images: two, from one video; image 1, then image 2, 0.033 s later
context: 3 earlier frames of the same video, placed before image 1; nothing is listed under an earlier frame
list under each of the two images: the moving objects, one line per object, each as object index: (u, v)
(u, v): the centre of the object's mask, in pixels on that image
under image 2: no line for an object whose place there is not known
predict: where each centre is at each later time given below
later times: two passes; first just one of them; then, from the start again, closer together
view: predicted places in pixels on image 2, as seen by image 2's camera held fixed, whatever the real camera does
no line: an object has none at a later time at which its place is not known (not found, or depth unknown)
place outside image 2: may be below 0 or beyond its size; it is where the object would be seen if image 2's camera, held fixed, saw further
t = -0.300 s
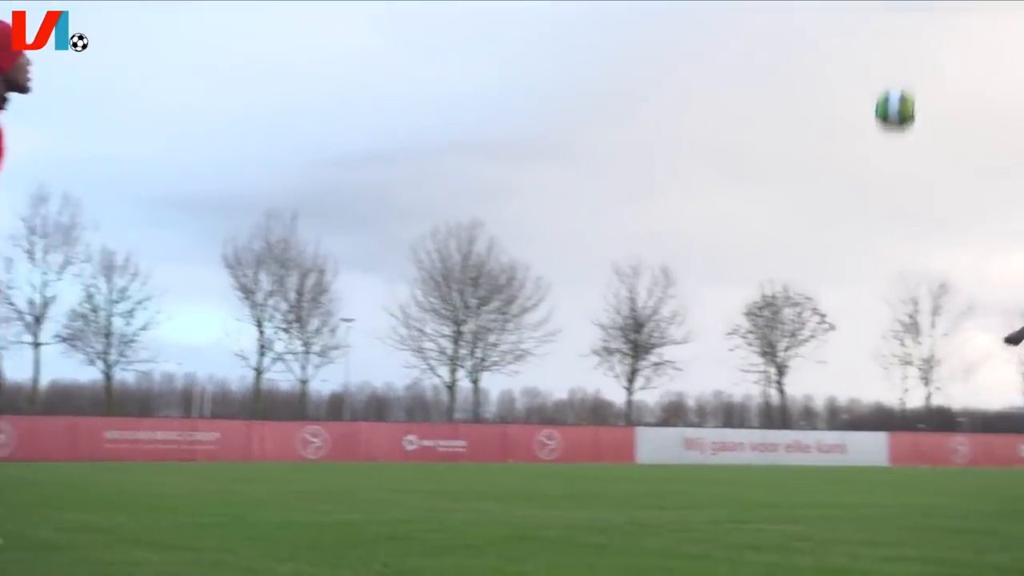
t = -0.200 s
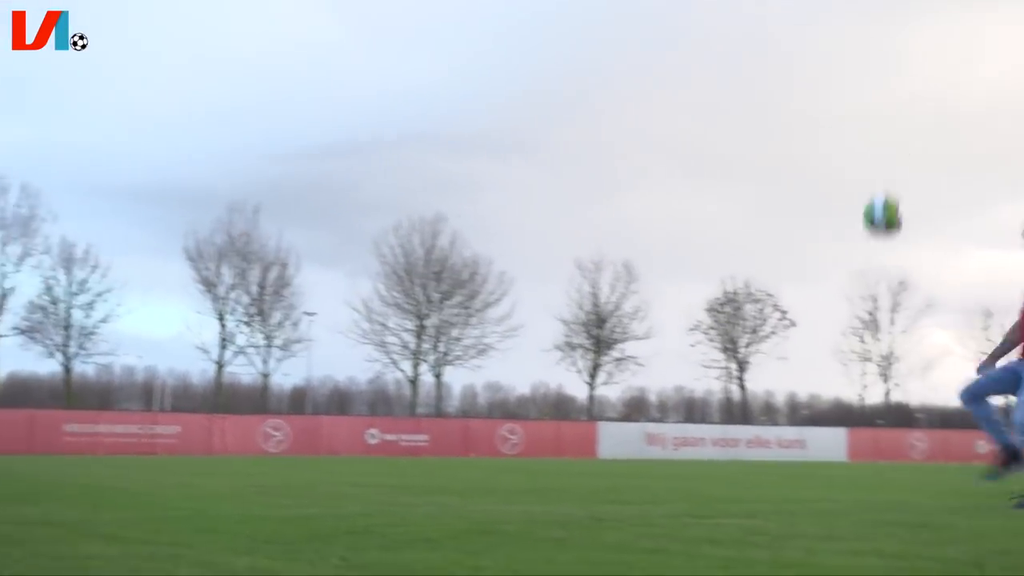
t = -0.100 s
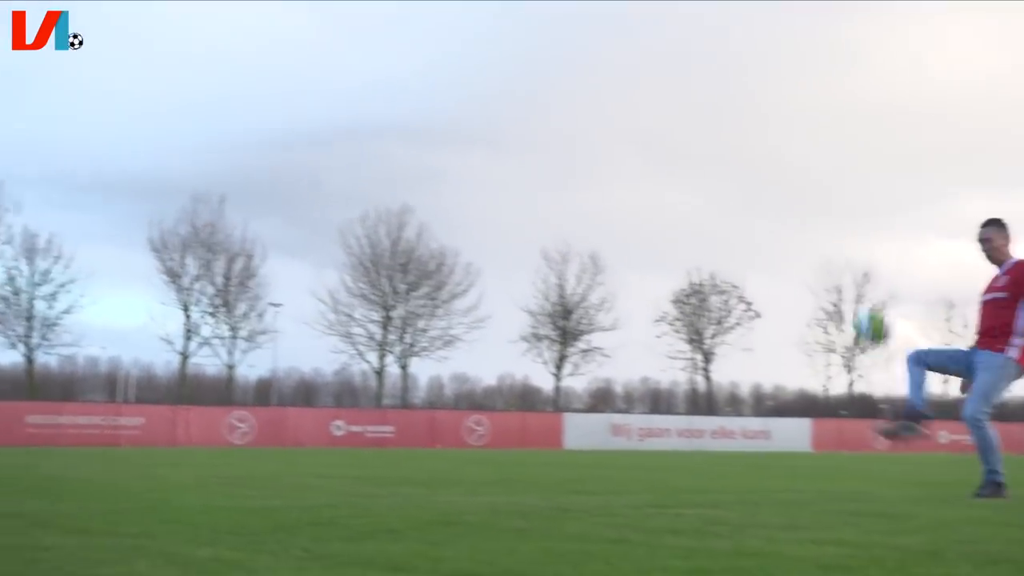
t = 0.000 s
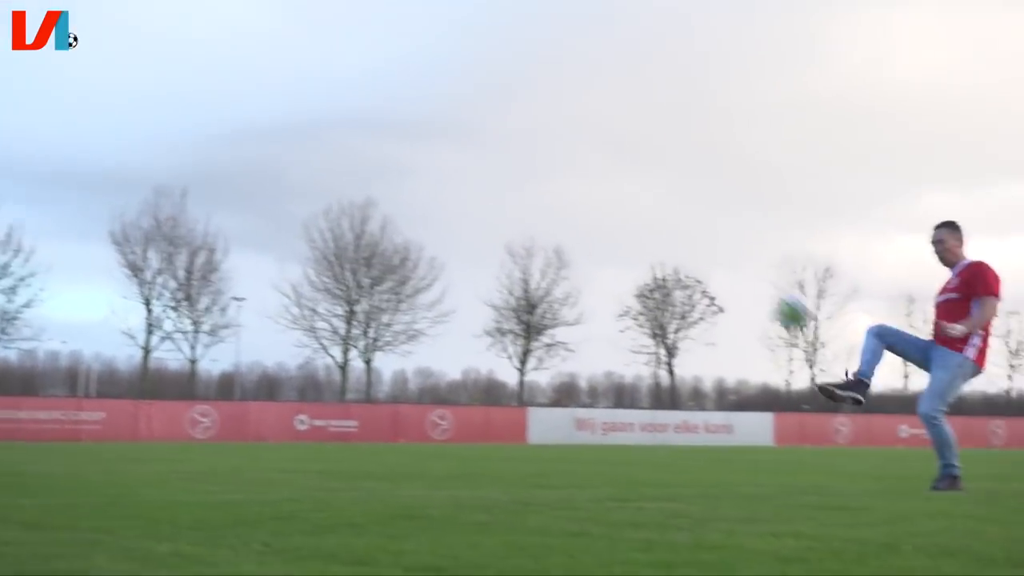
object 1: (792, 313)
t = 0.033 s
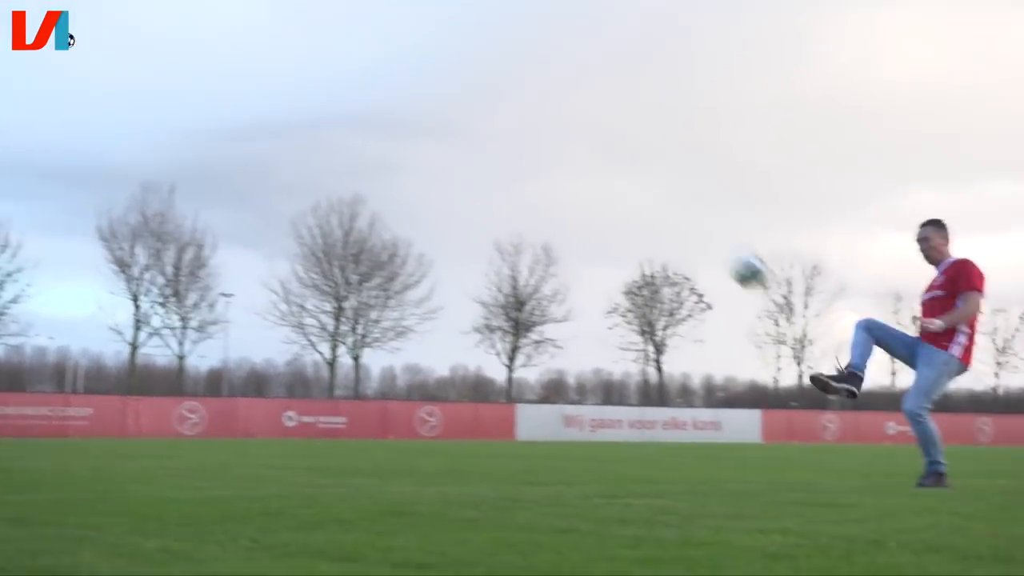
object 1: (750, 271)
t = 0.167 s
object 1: (690, 174)
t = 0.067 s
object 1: (728, 252)
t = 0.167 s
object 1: (690, 174)
